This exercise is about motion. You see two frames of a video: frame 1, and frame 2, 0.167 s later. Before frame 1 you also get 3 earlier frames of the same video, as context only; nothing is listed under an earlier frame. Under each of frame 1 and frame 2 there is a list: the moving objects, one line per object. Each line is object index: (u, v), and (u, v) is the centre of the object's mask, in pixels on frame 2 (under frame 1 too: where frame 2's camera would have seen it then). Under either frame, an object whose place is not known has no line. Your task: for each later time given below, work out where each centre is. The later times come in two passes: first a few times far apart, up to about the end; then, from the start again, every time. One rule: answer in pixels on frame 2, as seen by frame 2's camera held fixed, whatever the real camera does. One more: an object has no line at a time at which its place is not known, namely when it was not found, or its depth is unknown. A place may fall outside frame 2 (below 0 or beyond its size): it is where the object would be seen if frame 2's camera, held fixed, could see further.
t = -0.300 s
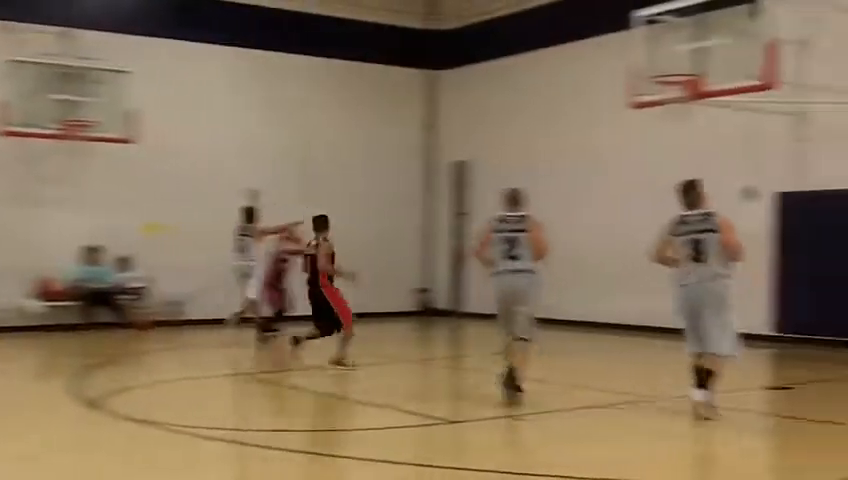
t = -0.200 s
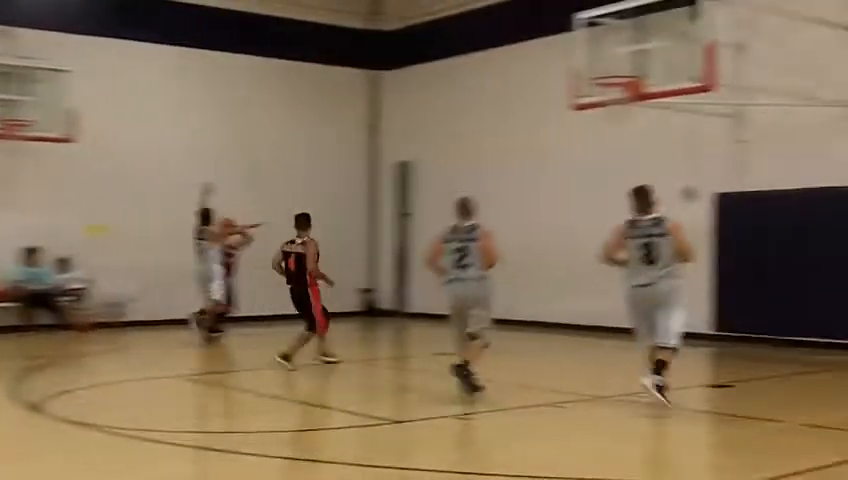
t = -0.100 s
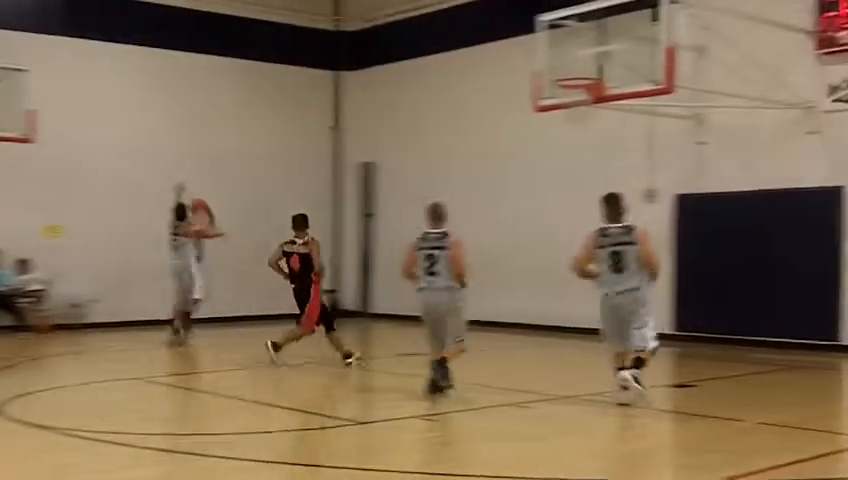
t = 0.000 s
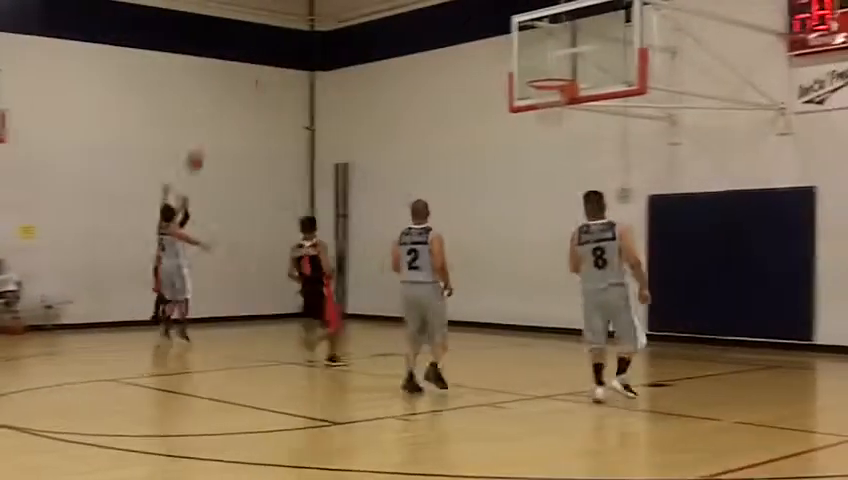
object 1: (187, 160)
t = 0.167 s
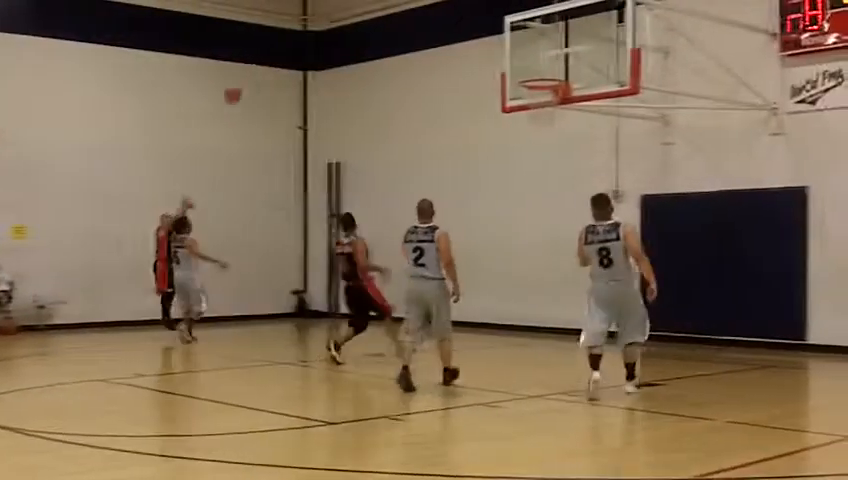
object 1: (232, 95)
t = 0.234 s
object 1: (250, 72)
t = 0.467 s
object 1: (316, 15)
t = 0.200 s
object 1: (240, 84)
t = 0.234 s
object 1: (250, 72)
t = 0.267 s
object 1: (259, 58)
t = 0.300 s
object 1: (269, 52)
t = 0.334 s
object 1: (278, 43)
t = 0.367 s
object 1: (288, 37)
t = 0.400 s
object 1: (297, 29)
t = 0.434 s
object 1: (308, 21)
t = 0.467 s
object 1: (316, 15)
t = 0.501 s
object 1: (326, 8)
